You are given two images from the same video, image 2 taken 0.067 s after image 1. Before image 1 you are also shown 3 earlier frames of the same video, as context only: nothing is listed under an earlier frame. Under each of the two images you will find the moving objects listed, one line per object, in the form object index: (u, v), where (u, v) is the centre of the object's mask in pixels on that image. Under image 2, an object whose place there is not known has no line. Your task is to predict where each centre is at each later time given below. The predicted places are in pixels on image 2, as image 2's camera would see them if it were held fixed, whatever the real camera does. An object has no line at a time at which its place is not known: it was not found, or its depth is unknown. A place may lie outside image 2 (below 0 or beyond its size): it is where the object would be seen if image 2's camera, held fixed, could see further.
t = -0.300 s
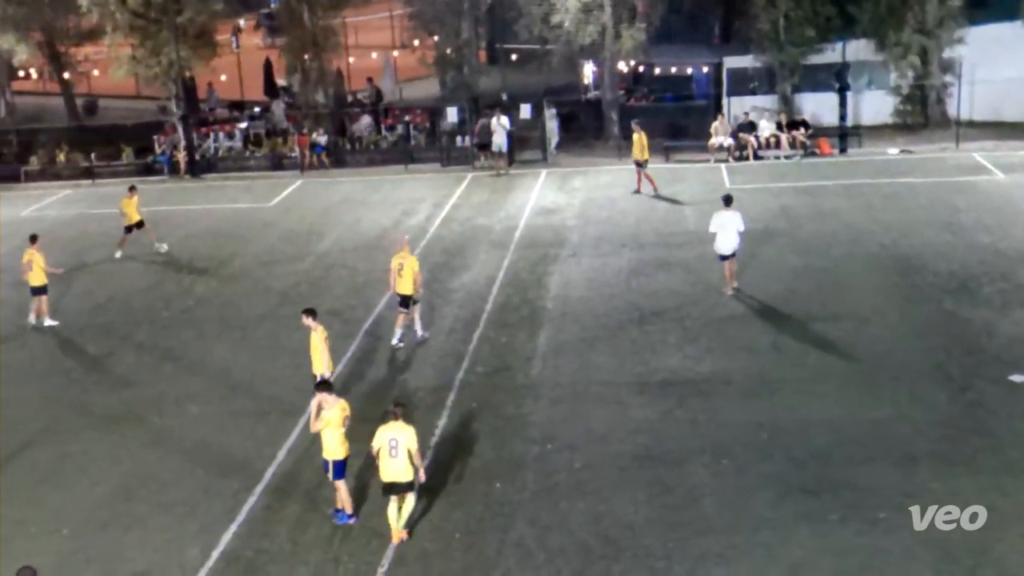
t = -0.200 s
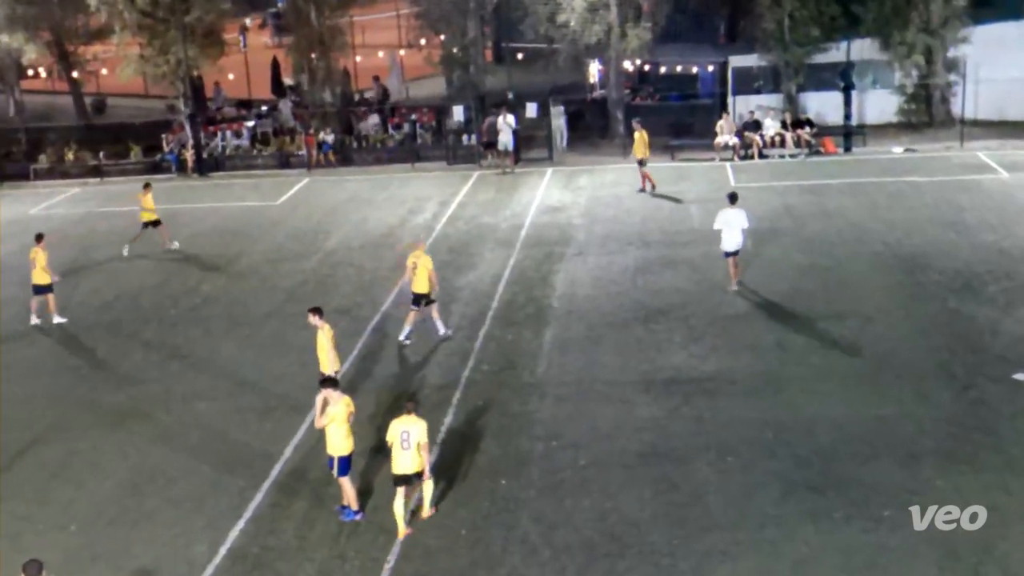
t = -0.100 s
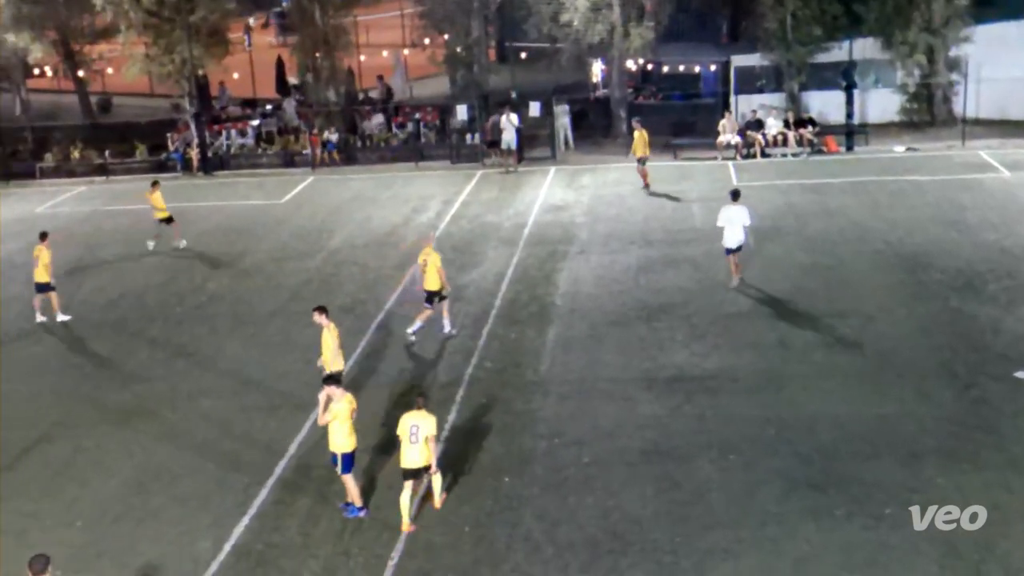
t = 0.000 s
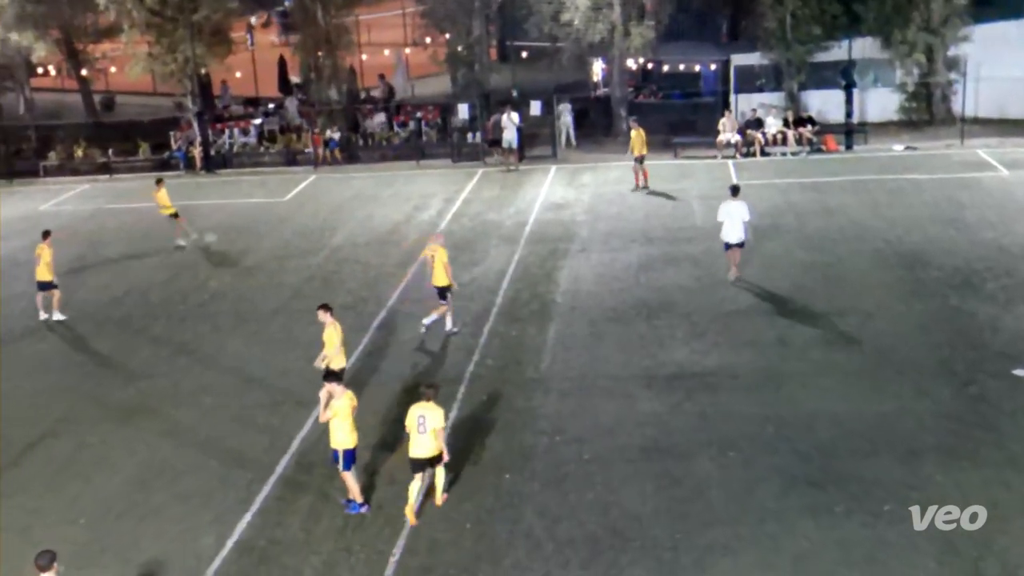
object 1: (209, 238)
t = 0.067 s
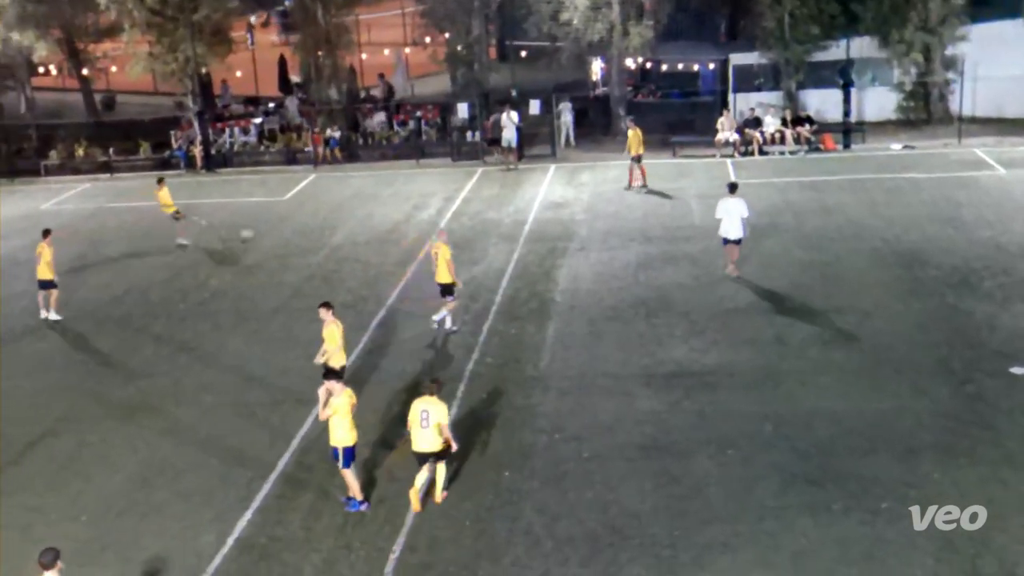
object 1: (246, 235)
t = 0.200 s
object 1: (313, 229)
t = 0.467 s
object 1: (423, 218)
